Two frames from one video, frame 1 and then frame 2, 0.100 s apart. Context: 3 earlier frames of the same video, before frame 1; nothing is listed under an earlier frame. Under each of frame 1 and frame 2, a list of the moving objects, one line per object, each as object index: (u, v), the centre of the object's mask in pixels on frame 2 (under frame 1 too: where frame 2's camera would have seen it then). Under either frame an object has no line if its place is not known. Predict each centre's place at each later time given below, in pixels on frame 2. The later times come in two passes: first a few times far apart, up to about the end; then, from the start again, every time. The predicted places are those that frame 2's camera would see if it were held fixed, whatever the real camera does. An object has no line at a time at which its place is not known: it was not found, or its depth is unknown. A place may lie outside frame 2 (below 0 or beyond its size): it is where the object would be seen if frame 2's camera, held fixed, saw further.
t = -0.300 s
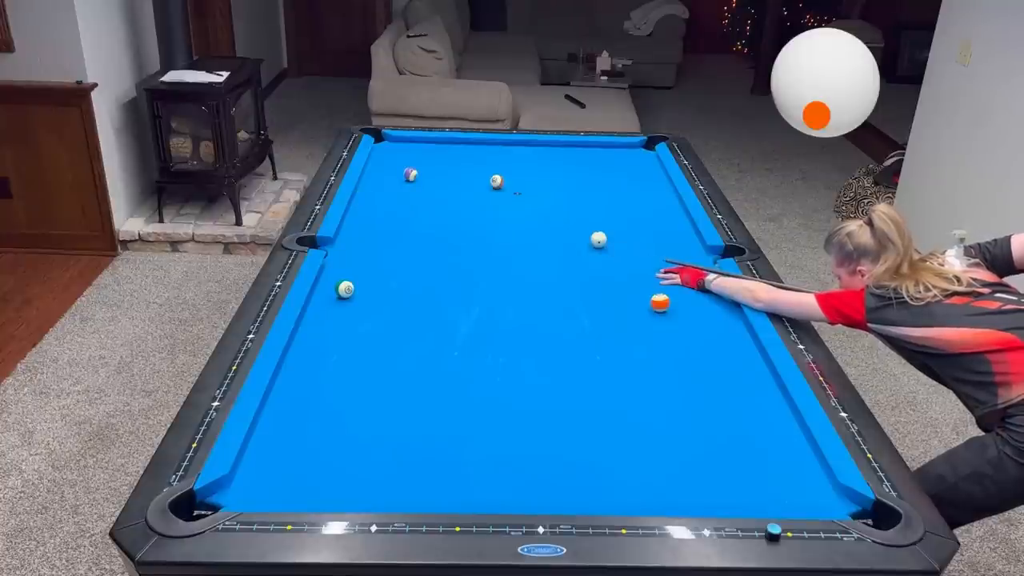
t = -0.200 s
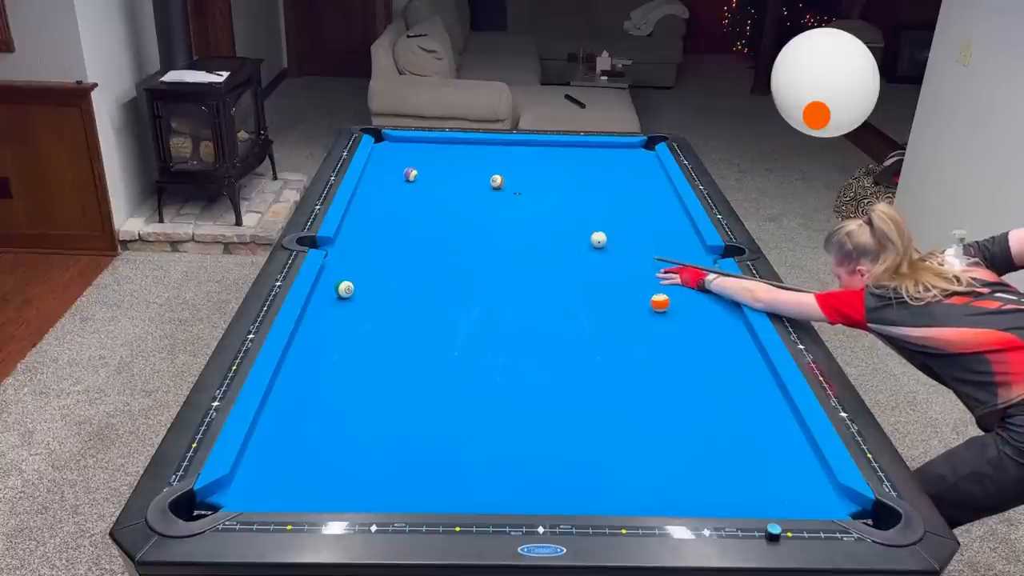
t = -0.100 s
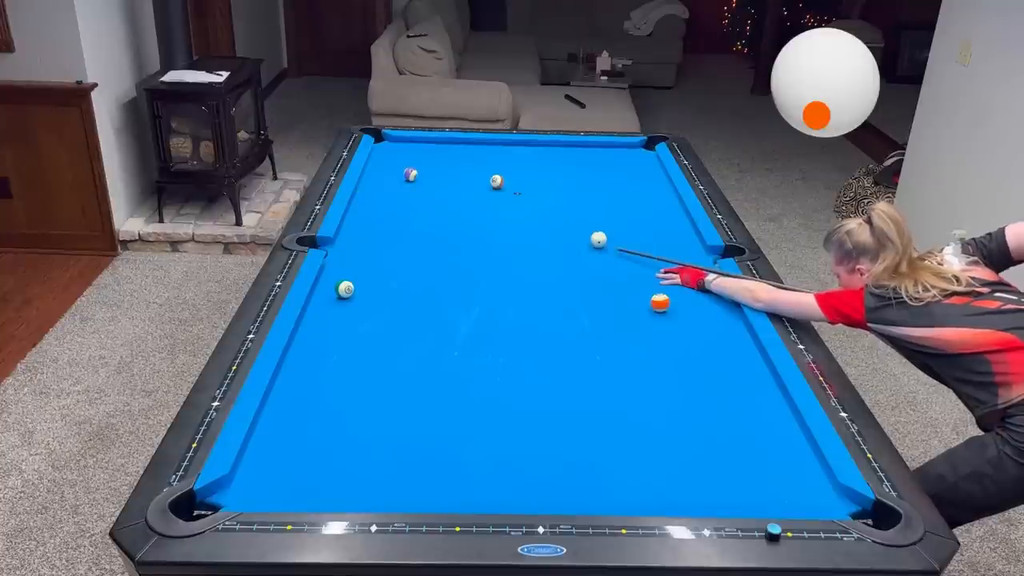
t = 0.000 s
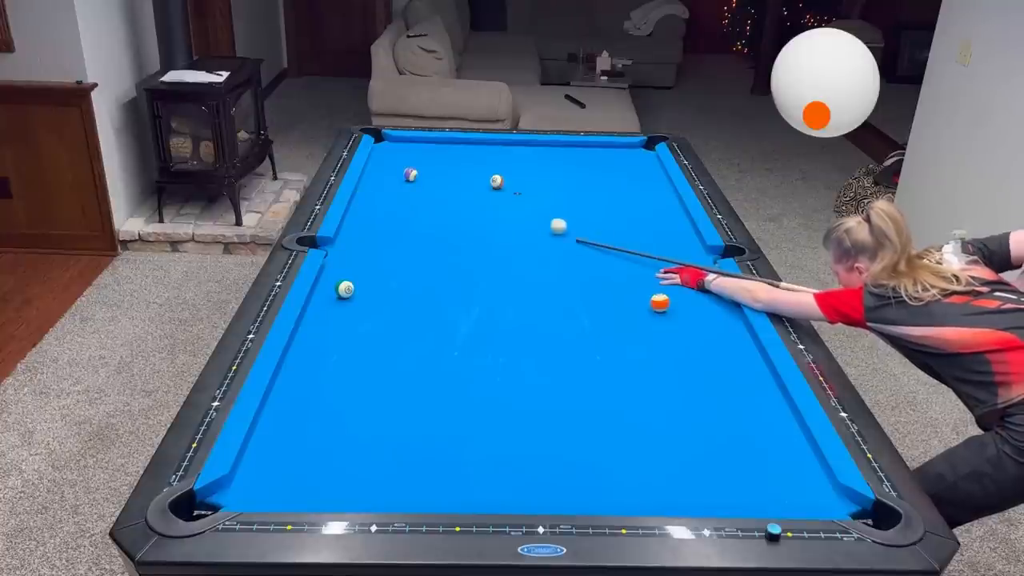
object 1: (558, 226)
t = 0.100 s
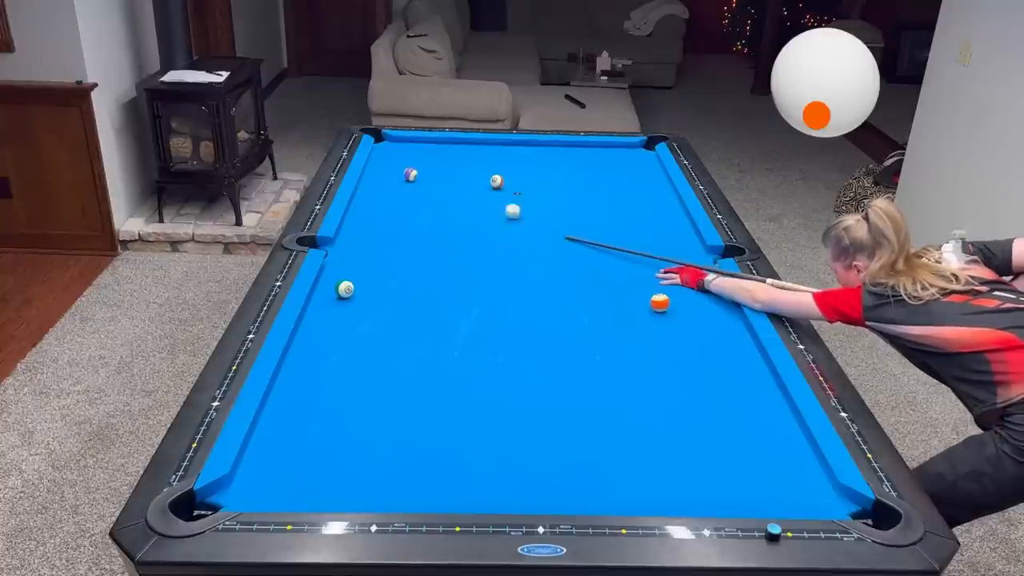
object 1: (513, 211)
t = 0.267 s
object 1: (450, 190)
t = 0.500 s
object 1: (398, 180)
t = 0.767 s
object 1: (364, 183)
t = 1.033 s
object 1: (379, 188)
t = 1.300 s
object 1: (392, 194)
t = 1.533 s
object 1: (404, 199)
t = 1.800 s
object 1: (417, 205)
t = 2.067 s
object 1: (429, 210)
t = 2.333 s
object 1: (440, 215)
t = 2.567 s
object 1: (450, 219)
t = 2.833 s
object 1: (460, 224)
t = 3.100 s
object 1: (469, 228)
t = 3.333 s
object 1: (476, 231)
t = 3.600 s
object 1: (484, 234)
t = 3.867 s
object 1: (491, 237)
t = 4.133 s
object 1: (497, 240)
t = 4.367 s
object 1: (501, 242)
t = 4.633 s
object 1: (505, 244)
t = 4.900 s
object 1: (508, 245)
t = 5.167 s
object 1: (510, 246)
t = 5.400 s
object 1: (509, 245)
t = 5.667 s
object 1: (509, 246)
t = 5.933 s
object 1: (509, 246)
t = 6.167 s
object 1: (509, 246)
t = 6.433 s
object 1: (509, 246)
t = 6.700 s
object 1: (509, 246)
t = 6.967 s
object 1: (509, 246)
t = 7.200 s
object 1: (509, 246)
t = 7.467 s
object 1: (509, 246)
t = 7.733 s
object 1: (509, 246)
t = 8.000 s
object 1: (509, 246)
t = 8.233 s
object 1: (509, 246)
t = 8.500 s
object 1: (509, 246)
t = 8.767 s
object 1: (509, 246)
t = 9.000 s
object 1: (509, 246)
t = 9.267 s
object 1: (509, 246)
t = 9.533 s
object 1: (509, 246)
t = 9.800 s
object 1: (509, 246)
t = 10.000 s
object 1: (509, 246)
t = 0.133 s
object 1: (499, 207)
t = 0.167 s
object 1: (486, 202)
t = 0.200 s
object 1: (473, 198)
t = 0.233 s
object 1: (461, 194)
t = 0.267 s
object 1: (450, 190)
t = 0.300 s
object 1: (440, 187)
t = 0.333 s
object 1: (430, 184)
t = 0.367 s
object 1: (421, 181)
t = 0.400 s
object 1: (413, 179)
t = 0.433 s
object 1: (407, 179)
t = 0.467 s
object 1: (402, 179)
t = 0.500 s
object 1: (398, 180)
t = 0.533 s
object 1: (393, 180)
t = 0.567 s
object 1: (389, 181)
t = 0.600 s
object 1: (385, 181)
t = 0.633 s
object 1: (381, 181)
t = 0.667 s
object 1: (377, 182)
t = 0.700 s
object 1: (373, 182)
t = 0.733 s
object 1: (368, 182)
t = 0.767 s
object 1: (364, 183)
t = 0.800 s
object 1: (365, 183)
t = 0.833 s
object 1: (368, 184)
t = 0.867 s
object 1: (370, 185)
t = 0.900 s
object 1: (372, 186)
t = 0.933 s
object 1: (374, 186)
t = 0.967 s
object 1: (375, 187)
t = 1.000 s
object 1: (377, 188)
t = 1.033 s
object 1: (379, 188)
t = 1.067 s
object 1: (380, 189)
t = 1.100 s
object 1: (382, 190)
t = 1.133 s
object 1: (384, 191)
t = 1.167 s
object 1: (386, 192)
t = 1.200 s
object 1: (387, 192)
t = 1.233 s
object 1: (389, 193)
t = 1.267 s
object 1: (391, 193)
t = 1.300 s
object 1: (392, 194)
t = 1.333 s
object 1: (394, 195)
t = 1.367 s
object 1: (396, 196)
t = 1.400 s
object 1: (397, 197)
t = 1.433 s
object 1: (399, 197)
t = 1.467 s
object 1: (401, 198)
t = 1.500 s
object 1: (402, 199)
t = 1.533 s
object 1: (404, 199)
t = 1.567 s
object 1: (406, 200)
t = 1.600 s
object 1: (407, 201)
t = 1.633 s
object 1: (409, 201)
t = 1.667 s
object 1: (410, 202)
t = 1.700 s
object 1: (412, 203)
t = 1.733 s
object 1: (413, 203)
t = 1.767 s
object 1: (415, 204)
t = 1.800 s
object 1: (417, 205)
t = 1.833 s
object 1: (418, 206)
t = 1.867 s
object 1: (420, 206)
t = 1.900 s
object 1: (421, 207)
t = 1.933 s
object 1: (423, 208)
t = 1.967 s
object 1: (424, 208)
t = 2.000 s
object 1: (426, 209)
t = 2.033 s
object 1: (427, 210)
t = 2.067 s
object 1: (429, 210)
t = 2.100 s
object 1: (430, 211)
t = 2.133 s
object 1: (431, 212)
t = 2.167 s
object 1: (433, 212)
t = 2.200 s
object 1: (434, 213)
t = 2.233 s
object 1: (436, 213)
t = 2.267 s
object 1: (437, 214)
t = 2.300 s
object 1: (439, 215)
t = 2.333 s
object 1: (440, 215)
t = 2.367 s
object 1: (441, 216)
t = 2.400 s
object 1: (443, 216)
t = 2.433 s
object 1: (444, 217)
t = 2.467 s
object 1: (446, 218)
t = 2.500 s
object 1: (447, 218)
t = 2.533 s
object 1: (448, 219)
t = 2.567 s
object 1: (450, 219)
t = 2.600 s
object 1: (451, 220)
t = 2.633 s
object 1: (452, 221)
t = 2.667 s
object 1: (454, 221)
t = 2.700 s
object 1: (455, 221)
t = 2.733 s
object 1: (456, 222)
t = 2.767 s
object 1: (457, 223)
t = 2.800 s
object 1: (458, 223)
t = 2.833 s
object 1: (460, 224)
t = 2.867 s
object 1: (461, 224)
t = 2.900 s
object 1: (462, 225)
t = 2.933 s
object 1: (463, 225)
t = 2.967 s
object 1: (464, 226)
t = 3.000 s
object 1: (465, 226)
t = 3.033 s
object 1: (467, 227)
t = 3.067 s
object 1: (468, 227)
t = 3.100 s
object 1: (469, 228)
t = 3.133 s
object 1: (470, 228)
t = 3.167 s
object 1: (471, 229)
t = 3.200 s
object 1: (472, 229)
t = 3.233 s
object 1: (473, 230)
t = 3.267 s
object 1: (474, 230)
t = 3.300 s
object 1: (475, 231)
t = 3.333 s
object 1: (476, 231)
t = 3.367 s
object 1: (477, 232)
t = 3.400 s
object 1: (478, 232)
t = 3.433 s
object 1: (479, 232)
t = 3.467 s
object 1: (480, 233)
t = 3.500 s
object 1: (481, 233)
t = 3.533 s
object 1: (482, 233)
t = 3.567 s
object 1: (483, 234)
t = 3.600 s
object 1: (484, 234)
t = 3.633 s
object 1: (485, 235)
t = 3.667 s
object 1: (486, 235)
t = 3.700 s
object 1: (487, 236)
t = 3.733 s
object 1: (488, 236)
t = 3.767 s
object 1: (488, 236)
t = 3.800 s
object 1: (489, 237)
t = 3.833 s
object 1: (490, 237)
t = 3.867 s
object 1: (491, 237)
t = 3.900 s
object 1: (491, 238)
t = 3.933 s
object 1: (492, 238)
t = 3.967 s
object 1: (493, 238)
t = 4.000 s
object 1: (494, 239)
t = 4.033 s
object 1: (494, 239)
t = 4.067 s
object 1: (495, 239)
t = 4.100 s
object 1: (496, 240)
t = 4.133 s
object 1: (497, 240)
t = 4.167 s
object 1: (497, 240)
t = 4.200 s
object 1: (498, 240)
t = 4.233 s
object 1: (498, 241)
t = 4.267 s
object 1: (499, 241)
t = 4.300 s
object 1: (500, 241)
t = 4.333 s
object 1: (500, 241)
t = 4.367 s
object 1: (501, 242)
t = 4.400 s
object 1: (501, 242)
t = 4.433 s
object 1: (502, 242)
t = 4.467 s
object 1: (502, 242)
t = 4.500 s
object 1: (503, 243)
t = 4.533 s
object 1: (503, 243)
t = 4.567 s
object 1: (504, 243)
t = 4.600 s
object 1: (504, 243)
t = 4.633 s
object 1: (505, 244)
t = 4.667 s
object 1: (505, 244)
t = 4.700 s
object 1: (506, 244)
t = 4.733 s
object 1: (506, 244)
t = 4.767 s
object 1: (506, 244)
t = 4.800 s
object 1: (507, 244)
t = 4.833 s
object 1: (507, 244)
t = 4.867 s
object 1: (507, 244)
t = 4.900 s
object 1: (508, 245)
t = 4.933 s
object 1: (508, 245)
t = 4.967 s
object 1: (508, 245)
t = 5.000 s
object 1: (509, 245)
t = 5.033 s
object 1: (509, 245)
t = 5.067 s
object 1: (509, 245)
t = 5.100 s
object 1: (509, 245)
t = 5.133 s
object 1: (509, 245)
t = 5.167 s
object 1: (510, 246)
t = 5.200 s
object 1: (509, 245)
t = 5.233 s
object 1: (509, 245)
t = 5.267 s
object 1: (509, 245)
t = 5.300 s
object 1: (509, 245)
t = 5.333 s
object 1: (509, 245)
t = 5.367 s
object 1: (509, 245)
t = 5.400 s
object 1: (509, 245)
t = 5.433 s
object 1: (509, 246)
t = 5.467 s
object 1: (509, 246)
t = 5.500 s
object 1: (509, 246)
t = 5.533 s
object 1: (509, 246)
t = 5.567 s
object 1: (509, 246)
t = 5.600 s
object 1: (509, 246)
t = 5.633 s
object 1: (509, 246)
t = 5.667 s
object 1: (509, 246)
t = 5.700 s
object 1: (509, 246)
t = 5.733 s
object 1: (509, 246)
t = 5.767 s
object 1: (509, 246)
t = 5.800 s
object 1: (509, 246)
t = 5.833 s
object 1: (509, 246)
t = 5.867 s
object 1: (509, 246)
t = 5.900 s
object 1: (509, 246)
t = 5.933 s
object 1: (509, 246)
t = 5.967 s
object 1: (509, 246)
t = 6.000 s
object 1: (509, 246)
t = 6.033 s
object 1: (509, 246)
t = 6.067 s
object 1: (509, 246)
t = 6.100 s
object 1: (509, 246)
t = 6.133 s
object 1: (509, 246)
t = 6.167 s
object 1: (509, 246)
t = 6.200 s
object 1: (509, 246)
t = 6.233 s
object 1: (509, 246)
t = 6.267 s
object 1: (509, 246)
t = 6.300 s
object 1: (509, 246)
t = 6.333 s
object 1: (509, 246)
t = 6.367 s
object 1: (509, 246)
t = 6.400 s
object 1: (509, 246)
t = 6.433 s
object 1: (509, 246)
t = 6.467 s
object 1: (509, 246)
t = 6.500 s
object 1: (509, 246)
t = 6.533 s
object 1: (509, 246)
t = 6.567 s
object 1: (509, 246)
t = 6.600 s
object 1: (509, 246)
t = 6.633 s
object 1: (509, 246)
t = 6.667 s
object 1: (509, 246)
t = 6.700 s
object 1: (509, 246)
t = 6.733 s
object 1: (509, 246)
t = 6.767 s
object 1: (509, 246)
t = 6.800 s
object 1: (509, 246)
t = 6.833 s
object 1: (509, 246)
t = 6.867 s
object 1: (509, 246)
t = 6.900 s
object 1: (509, 246)
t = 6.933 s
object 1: (509, 246)
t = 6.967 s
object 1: (509, 246)
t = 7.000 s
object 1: (509, 246)
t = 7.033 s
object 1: (509, 246)
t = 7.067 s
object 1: (509, 246)
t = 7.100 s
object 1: (509, 246)
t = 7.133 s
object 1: (509, 246)
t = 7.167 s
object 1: (509, 246)
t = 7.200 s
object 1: (509, 246)
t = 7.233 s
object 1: (509, 246)
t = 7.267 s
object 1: (509, 246)
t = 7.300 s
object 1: (509, 246)
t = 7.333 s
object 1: (509, 246)
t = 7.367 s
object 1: (509, 246)
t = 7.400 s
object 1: (509, 246)
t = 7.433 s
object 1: (509, 246)
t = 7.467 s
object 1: (509, 246)
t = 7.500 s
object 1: (509, 246)
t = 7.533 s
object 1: (509, 246)
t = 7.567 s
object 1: (509, 246)
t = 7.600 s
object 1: (509, 246)
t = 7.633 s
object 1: (509, 246)
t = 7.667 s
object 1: (509, 246)
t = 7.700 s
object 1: (509, 246)
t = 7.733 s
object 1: (509, 246)
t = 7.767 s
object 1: (509, 246)
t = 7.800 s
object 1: (509, 246)
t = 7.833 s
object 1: (509, 246)
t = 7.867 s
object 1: (509, 246)
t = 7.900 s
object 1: (509, 246)
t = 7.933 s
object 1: (509, 246)
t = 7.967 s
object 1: (509, 246)
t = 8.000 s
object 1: (509, 246)
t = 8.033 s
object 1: (509, 246)
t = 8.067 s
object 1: (509, 246)
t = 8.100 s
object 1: (509, 246)
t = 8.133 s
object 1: (509, 246)
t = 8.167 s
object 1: (509, 246)
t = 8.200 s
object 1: (509, 246)
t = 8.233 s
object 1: (509, 246)
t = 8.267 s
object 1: (509, 246)
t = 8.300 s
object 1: (509, 246)
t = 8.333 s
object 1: (509, 246)
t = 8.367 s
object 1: (509, 246)
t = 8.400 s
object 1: (509, 246)
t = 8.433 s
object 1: (509, 246)
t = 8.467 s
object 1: (509, 246)
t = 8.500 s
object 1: (509, 246)
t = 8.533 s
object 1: (509, 246)
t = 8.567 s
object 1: (509, 246)
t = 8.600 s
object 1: (509, 246)
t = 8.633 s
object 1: (509, 246)
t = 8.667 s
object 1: (509, 246)
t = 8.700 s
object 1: (509, 246)
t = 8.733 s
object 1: (509, 246)
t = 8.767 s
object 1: (509, 246)
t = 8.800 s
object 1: (509, 246)
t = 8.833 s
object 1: (509, 246)
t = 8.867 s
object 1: (509, 246)
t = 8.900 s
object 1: (509, 246)
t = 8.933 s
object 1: (509, 246)
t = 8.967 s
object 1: (509, 246)
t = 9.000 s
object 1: (509, 246)
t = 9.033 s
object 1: (509, 246)
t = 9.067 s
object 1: (509, 246)
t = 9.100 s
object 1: (509, 246)
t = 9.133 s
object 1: (509, 246)
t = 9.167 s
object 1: (509, 246)
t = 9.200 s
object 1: (509, 246)
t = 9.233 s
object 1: (509, 246)
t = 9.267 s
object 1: (509, 246)
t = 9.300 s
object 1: (509, 246)
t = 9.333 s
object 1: (509, 246)
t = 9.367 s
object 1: (509, 246)
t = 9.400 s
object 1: (509, 246)
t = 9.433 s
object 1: (509, 246)
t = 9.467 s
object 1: (509, 246)
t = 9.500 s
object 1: (509, 246)
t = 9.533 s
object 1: (509, 246)
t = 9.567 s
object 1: (508, 246)
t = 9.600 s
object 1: (509, 246)
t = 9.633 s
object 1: (509, 246)
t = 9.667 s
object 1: (509, 246)
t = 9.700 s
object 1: (509, 246)
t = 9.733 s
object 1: (509, 246)
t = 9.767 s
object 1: (509, 246)
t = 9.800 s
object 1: (509, 246)
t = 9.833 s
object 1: (509, 246)
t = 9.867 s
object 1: (509, 246)
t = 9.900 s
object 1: (509, 246)
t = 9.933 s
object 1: (509, 246)
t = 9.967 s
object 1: (509, 246)
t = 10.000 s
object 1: (509, 246)
